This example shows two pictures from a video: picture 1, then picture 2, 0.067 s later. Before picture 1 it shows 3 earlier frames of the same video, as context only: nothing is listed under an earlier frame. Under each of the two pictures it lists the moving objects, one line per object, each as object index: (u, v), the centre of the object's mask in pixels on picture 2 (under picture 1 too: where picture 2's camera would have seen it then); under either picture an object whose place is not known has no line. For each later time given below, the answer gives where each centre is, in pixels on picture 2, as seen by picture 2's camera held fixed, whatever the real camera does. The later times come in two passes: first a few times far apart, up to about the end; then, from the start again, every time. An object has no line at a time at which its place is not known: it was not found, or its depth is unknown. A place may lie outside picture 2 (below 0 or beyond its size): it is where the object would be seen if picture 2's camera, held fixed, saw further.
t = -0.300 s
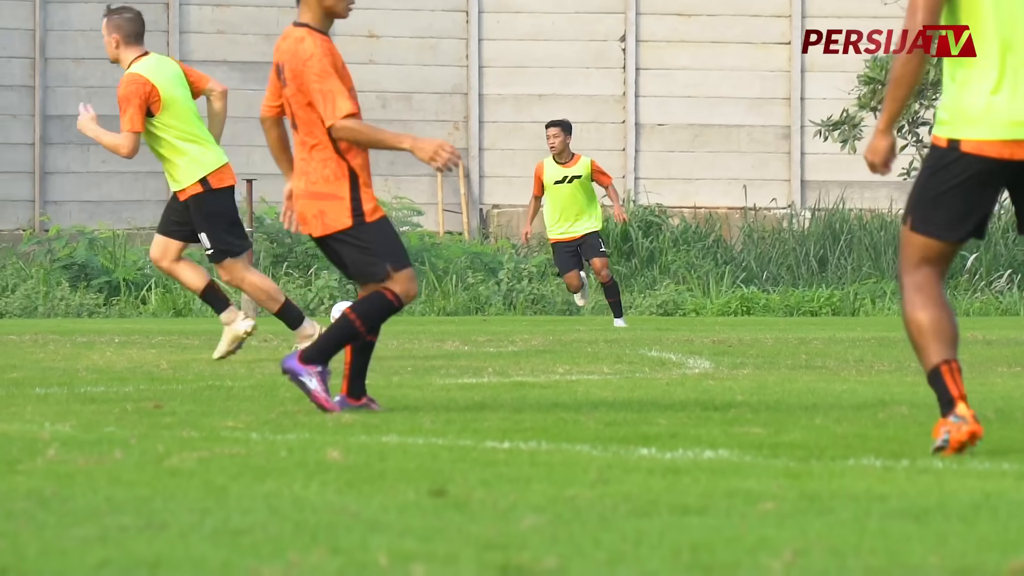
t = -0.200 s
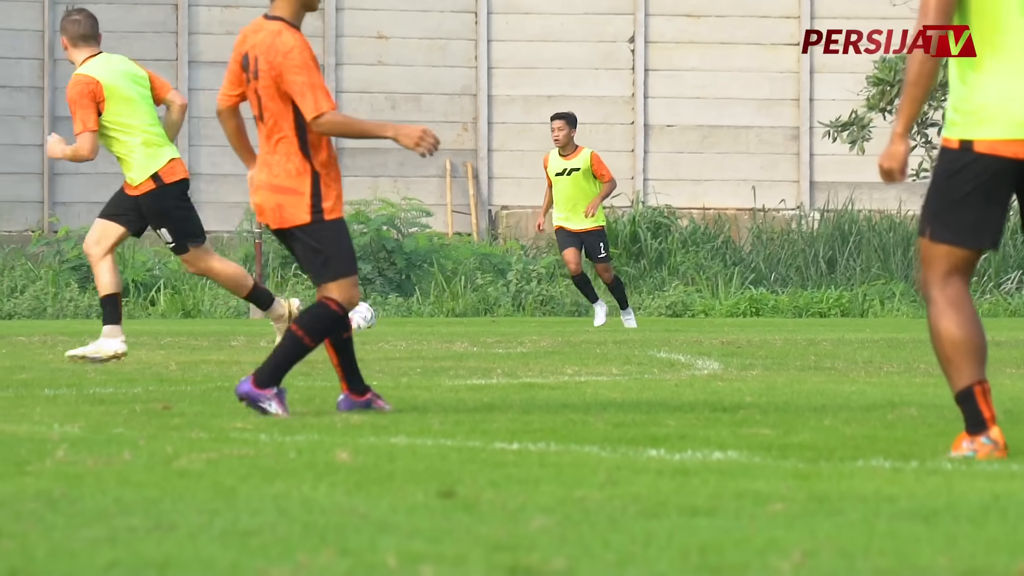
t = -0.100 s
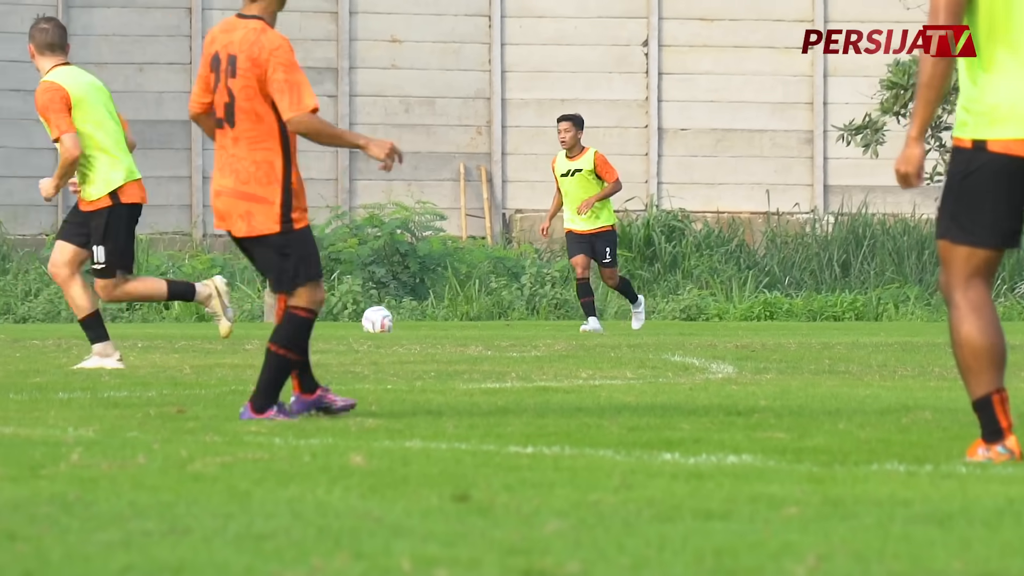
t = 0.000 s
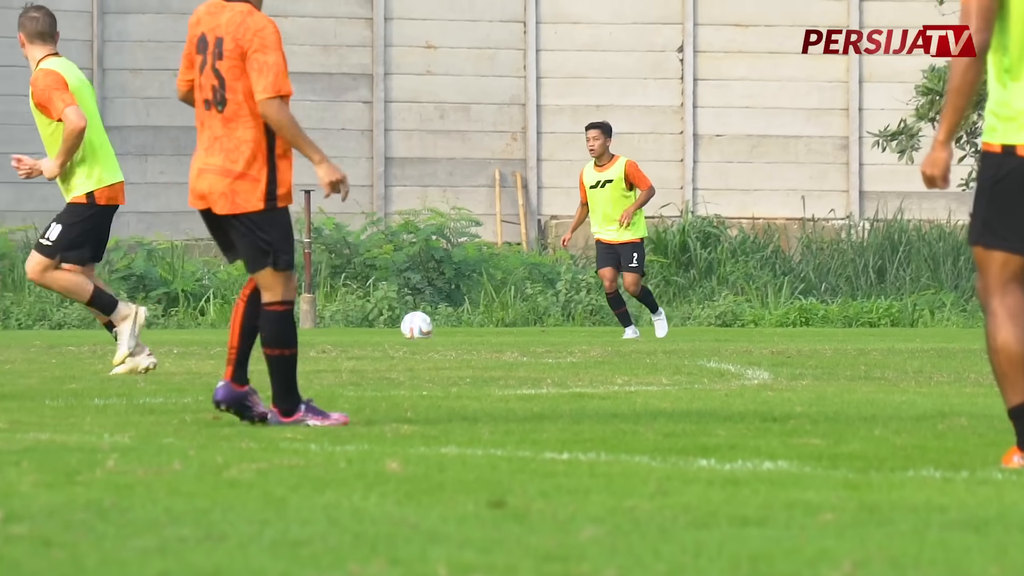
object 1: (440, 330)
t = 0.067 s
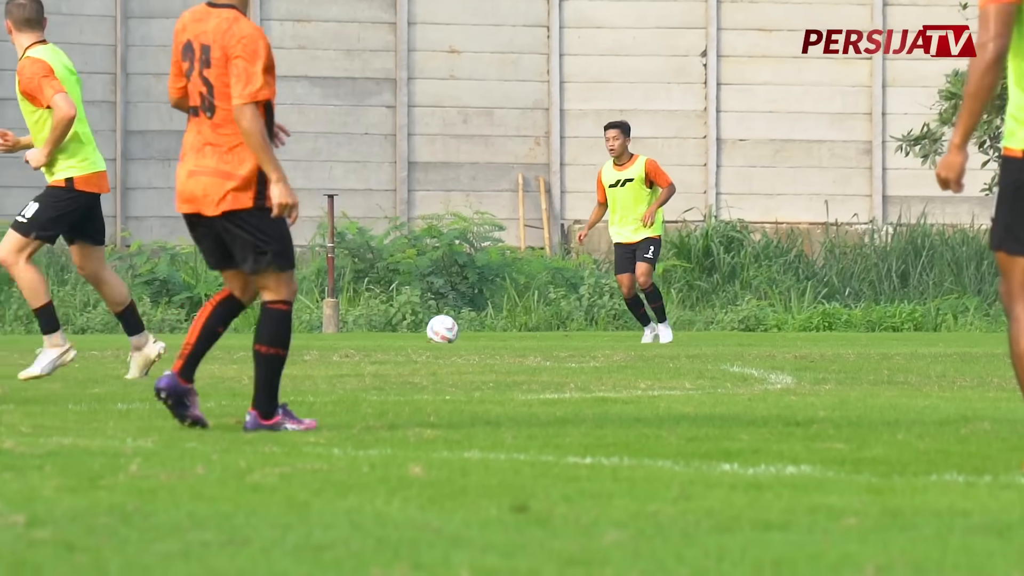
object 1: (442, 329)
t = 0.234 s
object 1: (447, 329)
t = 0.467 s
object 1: (455, 331)
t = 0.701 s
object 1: (463, 331)
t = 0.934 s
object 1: (468, 331)
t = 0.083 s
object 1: (443, 329)
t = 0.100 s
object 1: (443, 329)
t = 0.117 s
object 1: (444, 330)
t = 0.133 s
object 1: (444, 330)
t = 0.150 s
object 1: (445, 330)
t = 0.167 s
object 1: (446, 330)
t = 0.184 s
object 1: (446, 330)
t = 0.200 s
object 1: (446, 330)
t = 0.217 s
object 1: (447, 330)
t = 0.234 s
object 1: (447, 329)
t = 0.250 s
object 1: (448, 330)
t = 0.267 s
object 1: (449, 330)
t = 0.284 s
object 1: (449, 330)
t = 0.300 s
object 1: (449, 330)
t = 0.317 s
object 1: (450, 330)
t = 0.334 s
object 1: (451, 330)
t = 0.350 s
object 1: (451, 330)
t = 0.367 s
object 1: (452, 330)
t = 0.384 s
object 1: (452, 330)
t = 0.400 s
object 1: (453, 330)
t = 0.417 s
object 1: (453, 330)
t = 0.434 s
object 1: (454, 330)
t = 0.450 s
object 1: (454, 331)
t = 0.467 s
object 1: (455, 331)
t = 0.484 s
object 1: (455, 331)
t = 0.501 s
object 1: (456, 331)
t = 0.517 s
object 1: (457, 331)
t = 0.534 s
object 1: (457, 331)
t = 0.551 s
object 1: (458, 331)
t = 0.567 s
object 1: (458, 331)
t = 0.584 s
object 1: (459, 331)
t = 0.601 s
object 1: (460, 331)
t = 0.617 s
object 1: (460, 331)
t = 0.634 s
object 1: (461, 331)
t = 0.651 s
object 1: (461, 331)
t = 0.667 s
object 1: (462, 331)
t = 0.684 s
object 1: (462, 331)
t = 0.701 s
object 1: (463, 331)
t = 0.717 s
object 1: (463, 331)
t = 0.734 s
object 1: (464, 331)
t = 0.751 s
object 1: (464, 331)
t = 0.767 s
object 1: (464, 331)
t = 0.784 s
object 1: (464, 331)
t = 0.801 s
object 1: (465, 331)
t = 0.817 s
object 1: (466, 331)
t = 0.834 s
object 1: (466, 331)
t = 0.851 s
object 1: (467, 331)
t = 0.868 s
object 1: (467, 331)
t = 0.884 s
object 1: (467, 331)
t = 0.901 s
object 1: (468, 331)
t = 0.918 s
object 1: (468, 331)
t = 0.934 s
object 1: (468, 331)
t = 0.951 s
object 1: (469, 331)
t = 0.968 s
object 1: (469, 331)
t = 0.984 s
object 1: (469, 331)
